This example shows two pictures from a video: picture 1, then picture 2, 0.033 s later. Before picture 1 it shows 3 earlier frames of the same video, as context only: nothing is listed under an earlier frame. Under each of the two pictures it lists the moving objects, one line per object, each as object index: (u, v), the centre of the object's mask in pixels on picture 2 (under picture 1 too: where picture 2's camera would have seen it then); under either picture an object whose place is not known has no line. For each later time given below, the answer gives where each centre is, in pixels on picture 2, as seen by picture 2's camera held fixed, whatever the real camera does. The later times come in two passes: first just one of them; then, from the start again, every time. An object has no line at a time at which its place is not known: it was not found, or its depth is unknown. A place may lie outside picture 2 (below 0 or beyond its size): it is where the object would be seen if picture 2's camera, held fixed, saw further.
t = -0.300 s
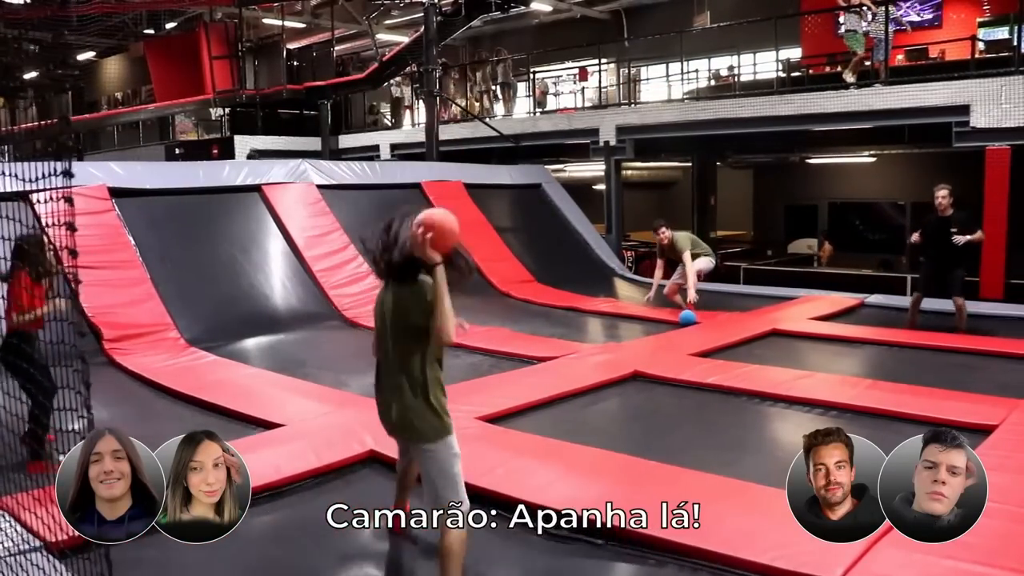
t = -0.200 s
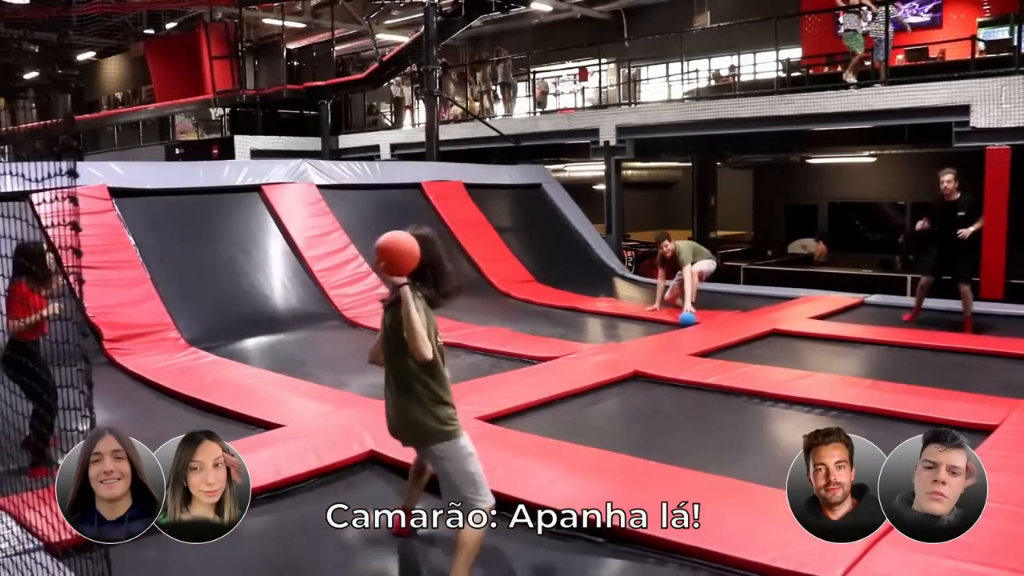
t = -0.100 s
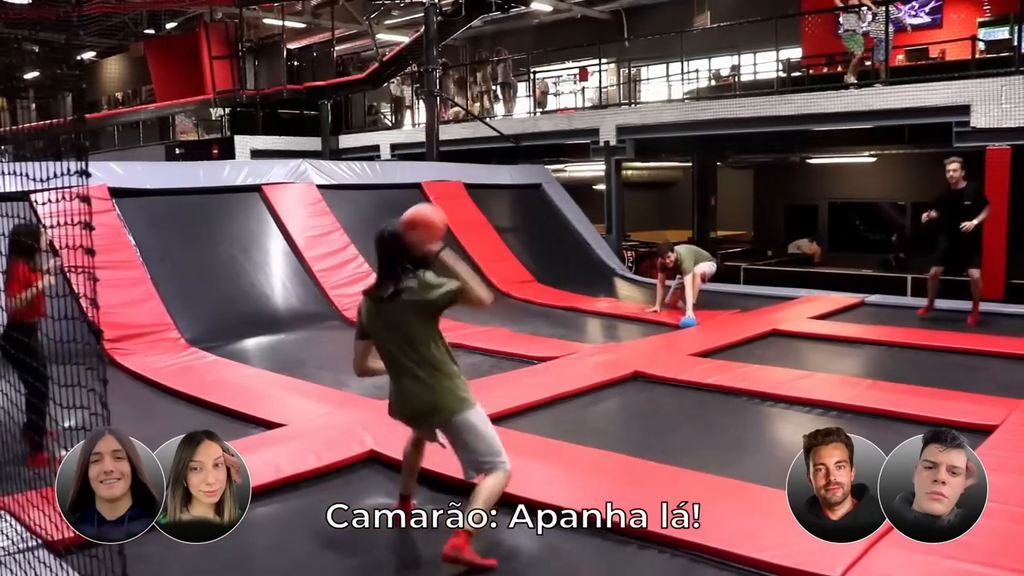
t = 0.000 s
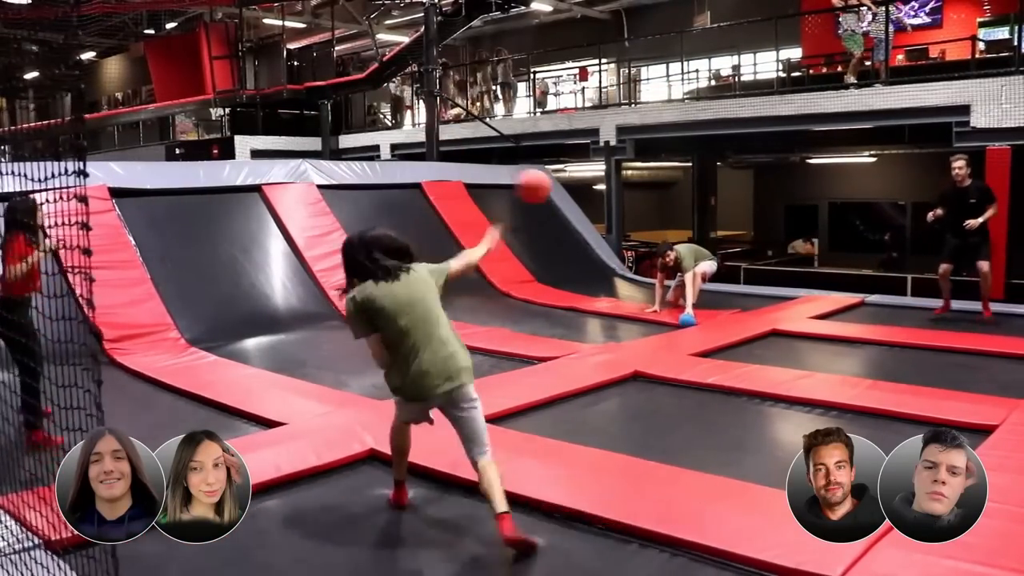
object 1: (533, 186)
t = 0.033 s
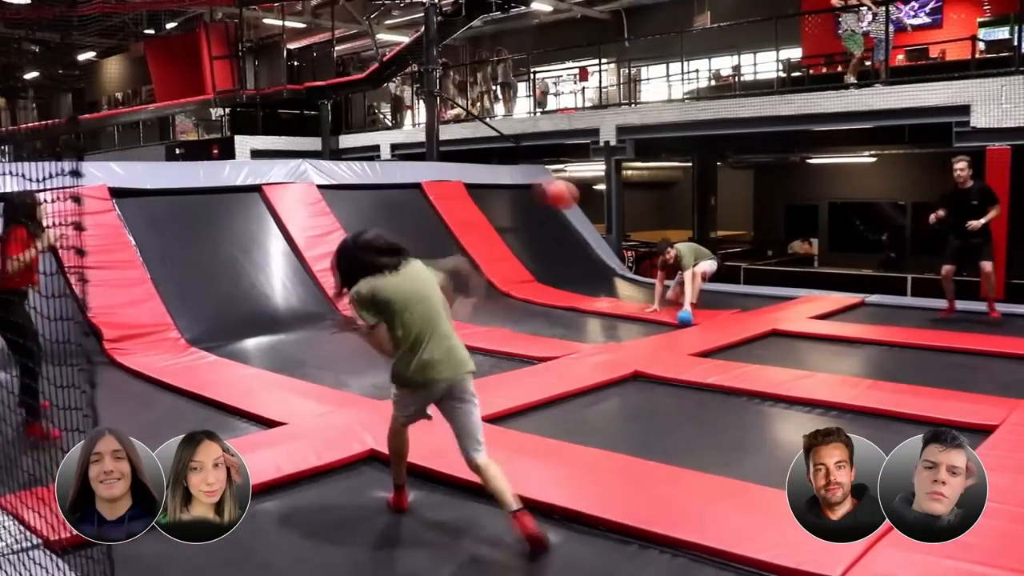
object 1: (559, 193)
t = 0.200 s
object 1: (631, 226)
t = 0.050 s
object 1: (569, 197)
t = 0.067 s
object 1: (580, 200)
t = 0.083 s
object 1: (586, 203)
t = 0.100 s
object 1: (595, 207)
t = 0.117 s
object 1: (604, 210)
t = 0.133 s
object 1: (611, 214)
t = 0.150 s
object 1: (615, 216)
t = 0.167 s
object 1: (621, 220)
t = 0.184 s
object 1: (626, 223)
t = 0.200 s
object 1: (631, 226)
